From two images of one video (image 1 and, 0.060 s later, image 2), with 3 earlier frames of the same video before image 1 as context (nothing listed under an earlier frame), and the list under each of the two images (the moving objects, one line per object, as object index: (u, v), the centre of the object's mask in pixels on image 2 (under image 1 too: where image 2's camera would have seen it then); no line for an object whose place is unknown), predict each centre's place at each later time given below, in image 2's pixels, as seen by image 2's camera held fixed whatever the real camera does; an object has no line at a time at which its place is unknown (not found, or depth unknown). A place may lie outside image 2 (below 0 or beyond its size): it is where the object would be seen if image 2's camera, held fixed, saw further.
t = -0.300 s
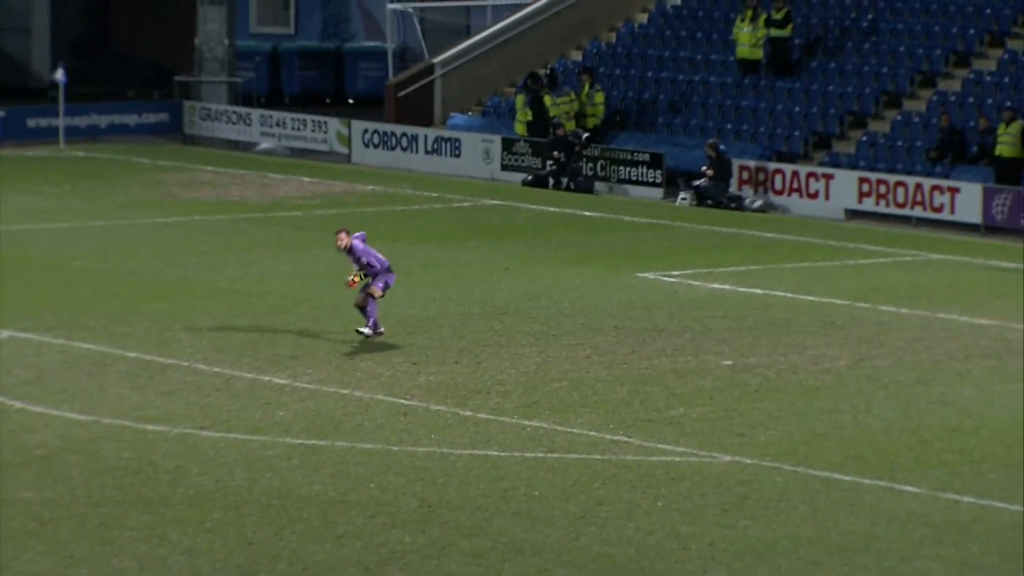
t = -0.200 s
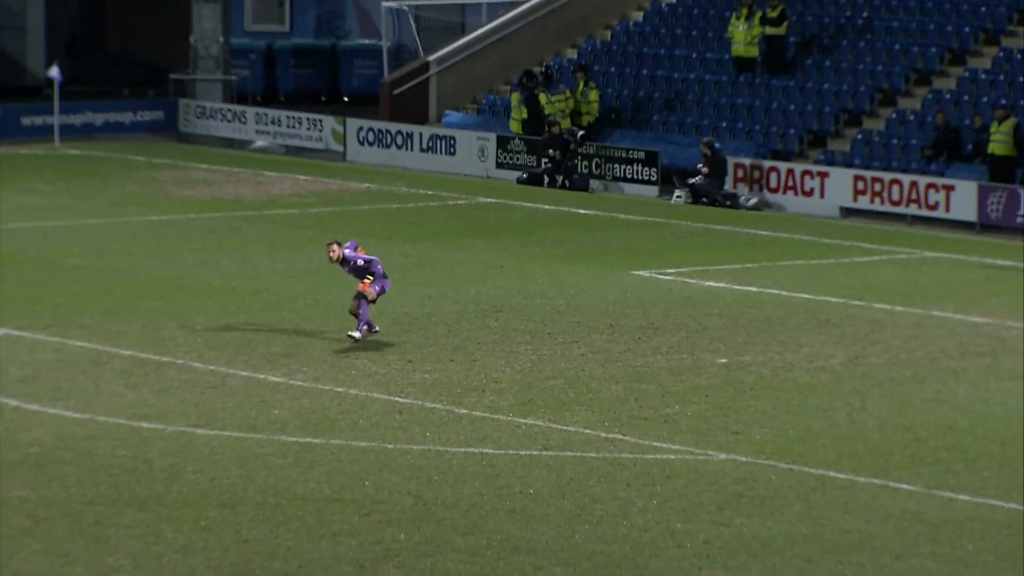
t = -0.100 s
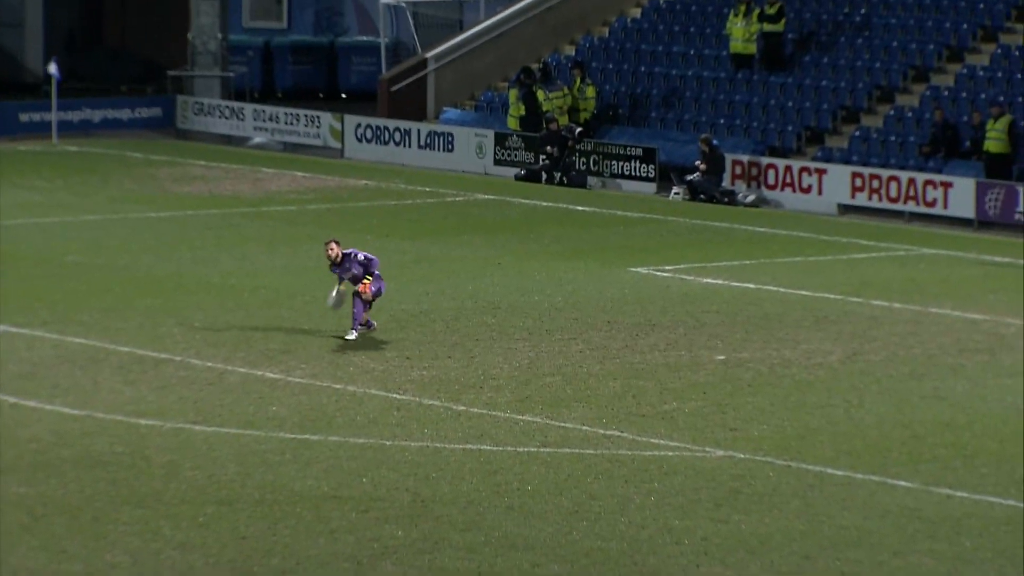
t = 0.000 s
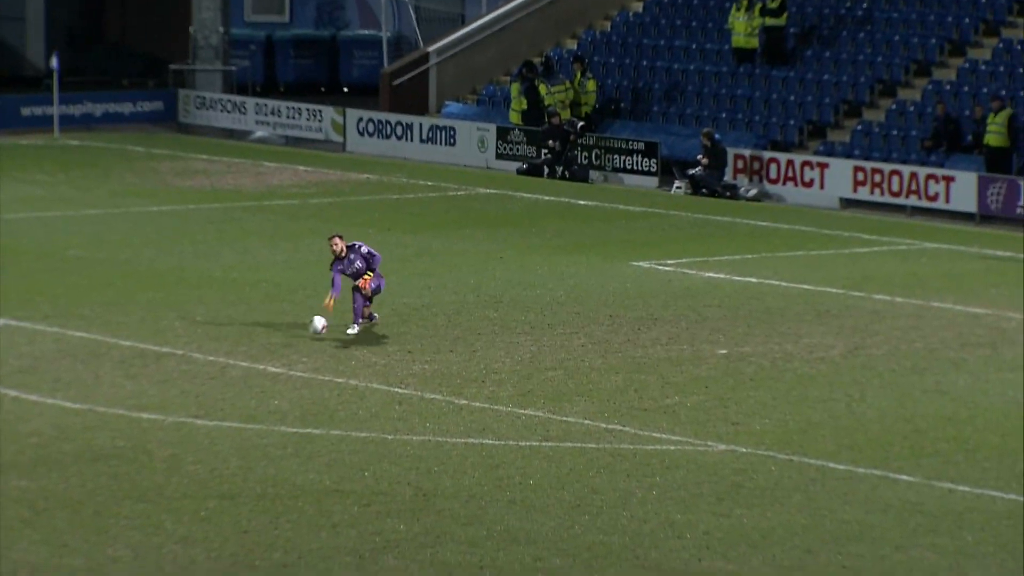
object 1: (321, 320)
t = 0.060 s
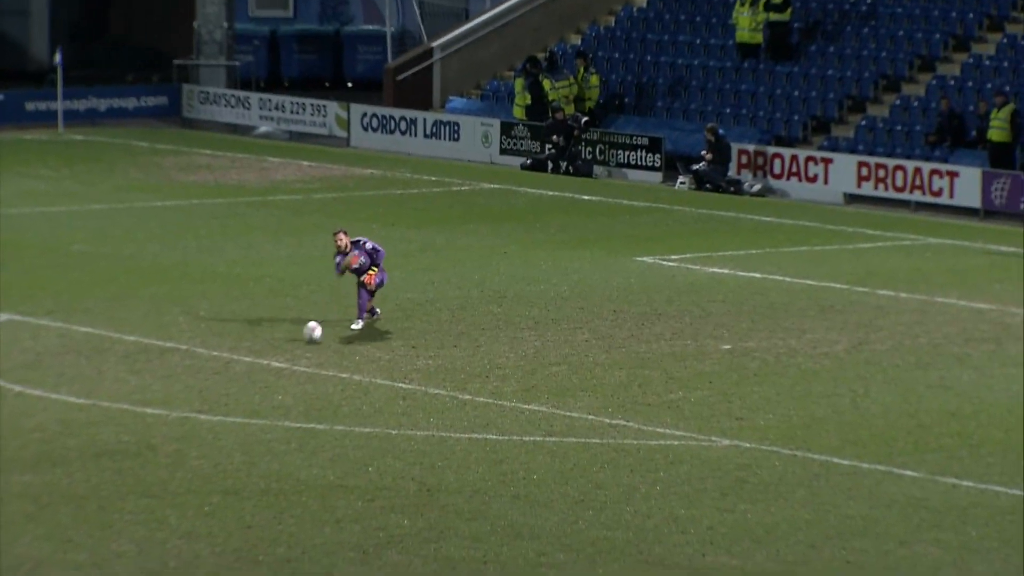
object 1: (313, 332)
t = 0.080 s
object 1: (310, 335)
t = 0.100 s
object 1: (307, 337)
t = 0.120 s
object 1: (304, 339)
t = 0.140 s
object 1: (301, 341)
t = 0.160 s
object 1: (299, 343)
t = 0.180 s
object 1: (295, 346)
